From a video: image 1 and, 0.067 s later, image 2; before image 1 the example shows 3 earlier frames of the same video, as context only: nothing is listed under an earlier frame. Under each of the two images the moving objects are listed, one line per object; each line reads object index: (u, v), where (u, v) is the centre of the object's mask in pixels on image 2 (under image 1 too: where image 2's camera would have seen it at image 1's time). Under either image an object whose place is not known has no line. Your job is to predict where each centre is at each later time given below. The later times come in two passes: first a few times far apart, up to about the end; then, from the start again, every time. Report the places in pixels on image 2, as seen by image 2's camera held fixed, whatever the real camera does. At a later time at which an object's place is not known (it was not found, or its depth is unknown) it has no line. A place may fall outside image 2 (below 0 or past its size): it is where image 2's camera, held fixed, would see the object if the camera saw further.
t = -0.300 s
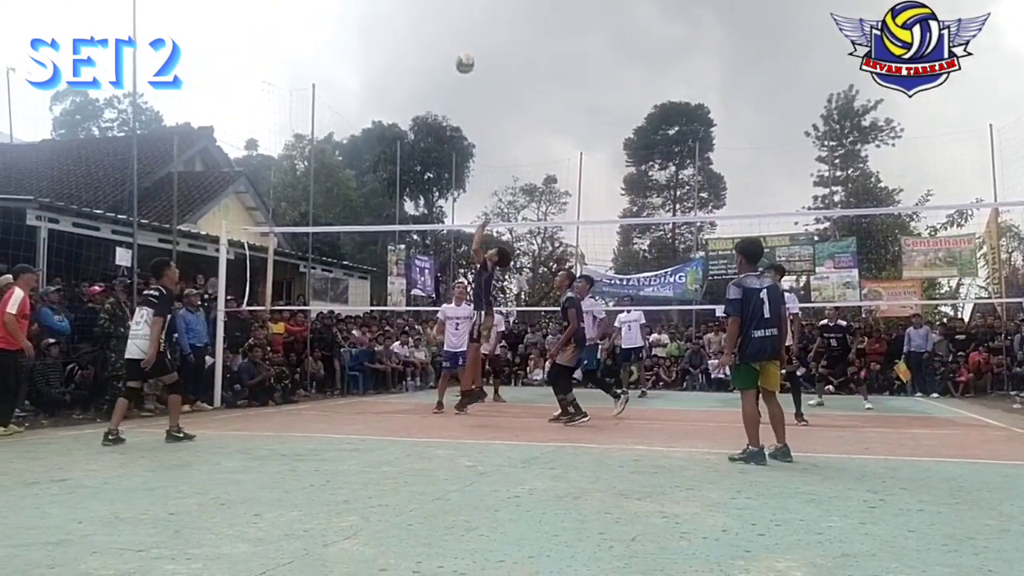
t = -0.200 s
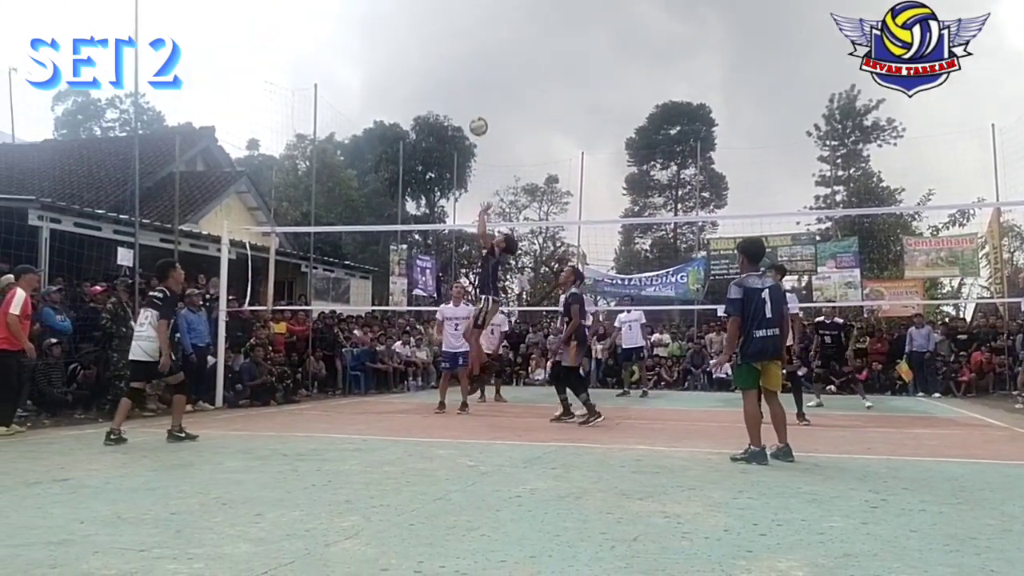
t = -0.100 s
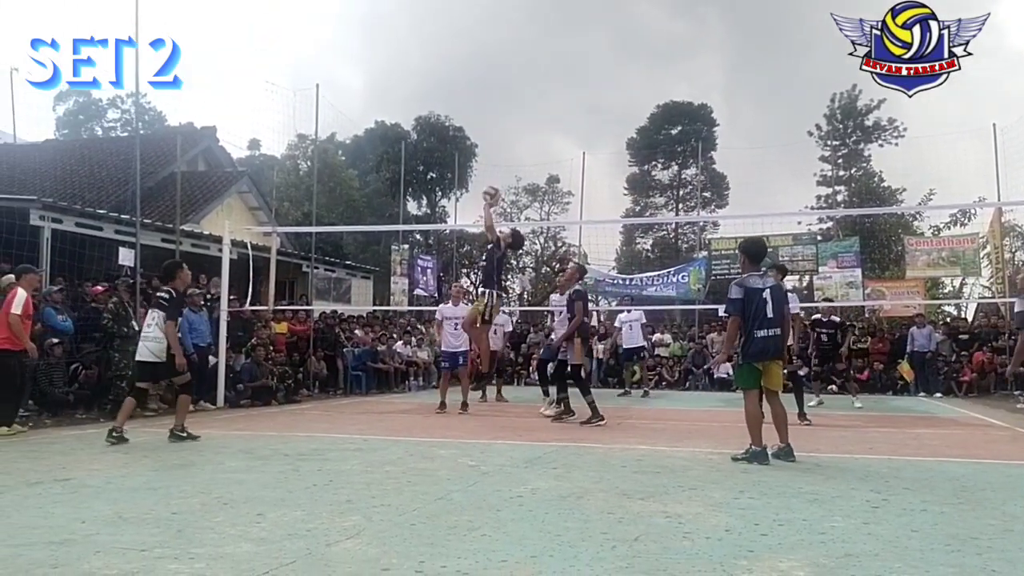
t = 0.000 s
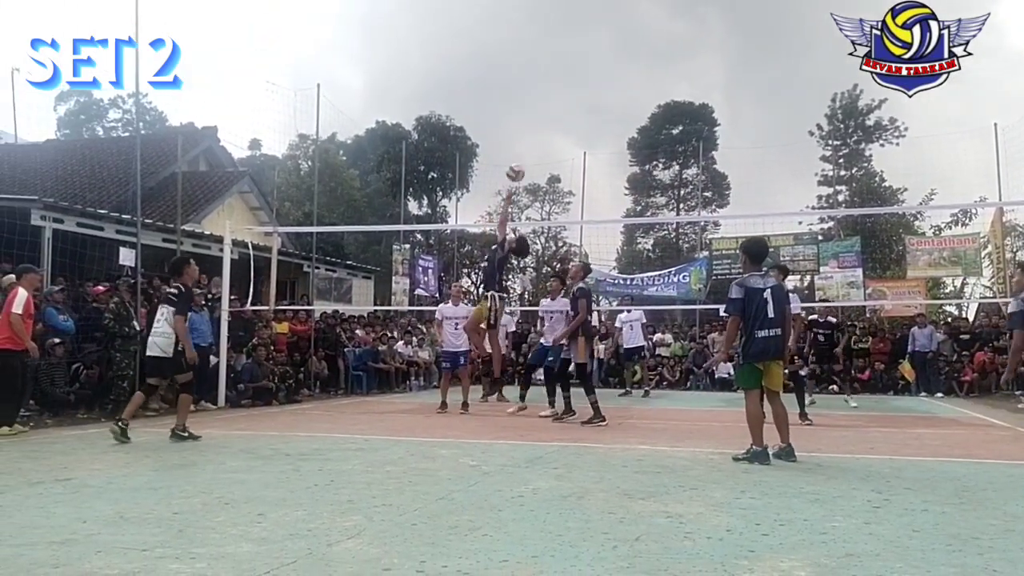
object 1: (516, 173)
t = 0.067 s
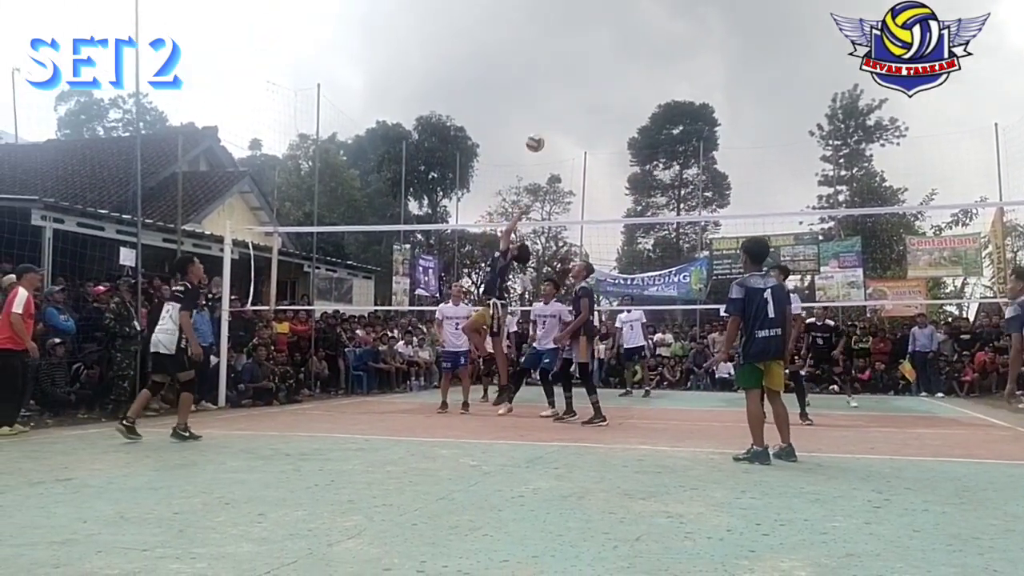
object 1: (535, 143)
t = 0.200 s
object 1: (573, 95)
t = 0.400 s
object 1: (630, 51)
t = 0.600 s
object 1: (685, 41)
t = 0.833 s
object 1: (750, 73)
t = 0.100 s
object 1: (545, 130)
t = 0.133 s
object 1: (554, 117)
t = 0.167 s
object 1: (563, 106)
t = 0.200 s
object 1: (573, 95)
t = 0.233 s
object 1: (583, 85)
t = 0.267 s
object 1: (593, 76)
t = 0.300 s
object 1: (602, 69)
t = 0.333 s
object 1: (612, 62)
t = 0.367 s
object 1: (621, 56)
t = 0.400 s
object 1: (630, 51)
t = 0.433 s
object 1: (640, 47)
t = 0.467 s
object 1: (649, 44)
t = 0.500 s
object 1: (658, 41)
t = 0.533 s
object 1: (667, 40)
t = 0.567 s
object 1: (676, 40)
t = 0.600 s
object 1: (685, 41)
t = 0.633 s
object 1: (695, 43)
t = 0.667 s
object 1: (704, 45)
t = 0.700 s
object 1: (713, 49)
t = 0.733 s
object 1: (722, 53)
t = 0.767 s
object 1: (732, 59)
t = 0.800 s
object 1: (741, 66)
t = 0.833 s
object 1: (750, 73)
